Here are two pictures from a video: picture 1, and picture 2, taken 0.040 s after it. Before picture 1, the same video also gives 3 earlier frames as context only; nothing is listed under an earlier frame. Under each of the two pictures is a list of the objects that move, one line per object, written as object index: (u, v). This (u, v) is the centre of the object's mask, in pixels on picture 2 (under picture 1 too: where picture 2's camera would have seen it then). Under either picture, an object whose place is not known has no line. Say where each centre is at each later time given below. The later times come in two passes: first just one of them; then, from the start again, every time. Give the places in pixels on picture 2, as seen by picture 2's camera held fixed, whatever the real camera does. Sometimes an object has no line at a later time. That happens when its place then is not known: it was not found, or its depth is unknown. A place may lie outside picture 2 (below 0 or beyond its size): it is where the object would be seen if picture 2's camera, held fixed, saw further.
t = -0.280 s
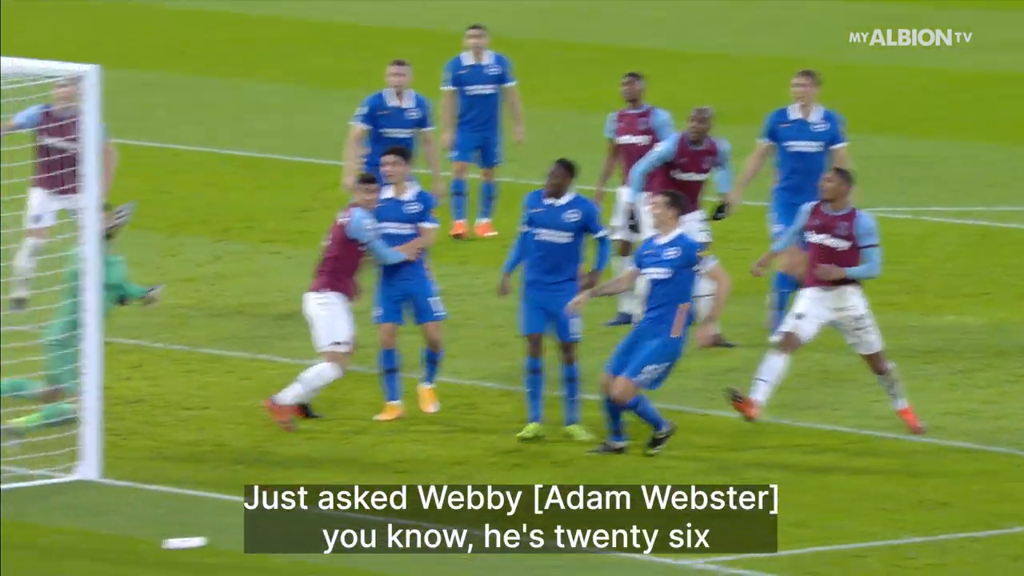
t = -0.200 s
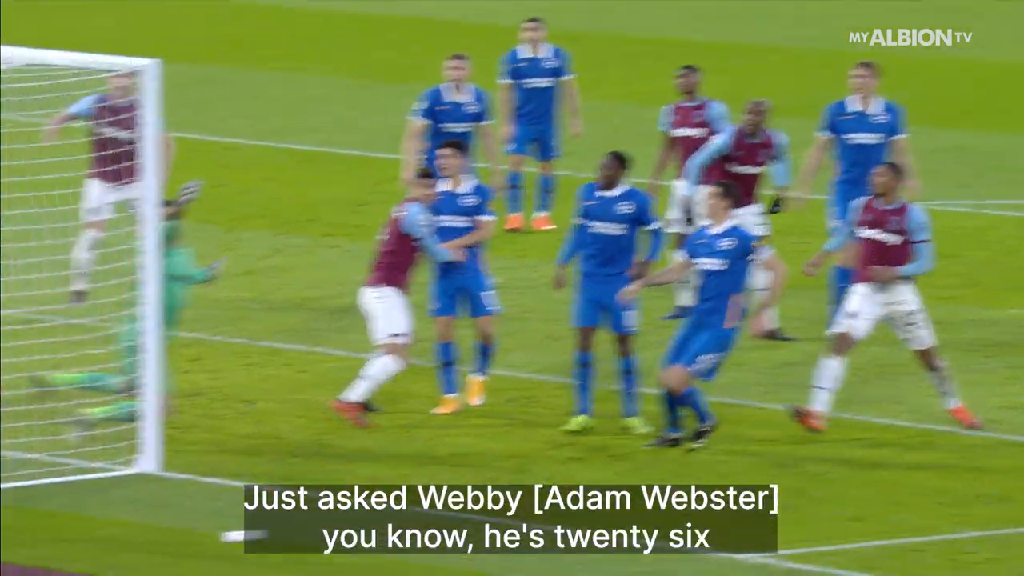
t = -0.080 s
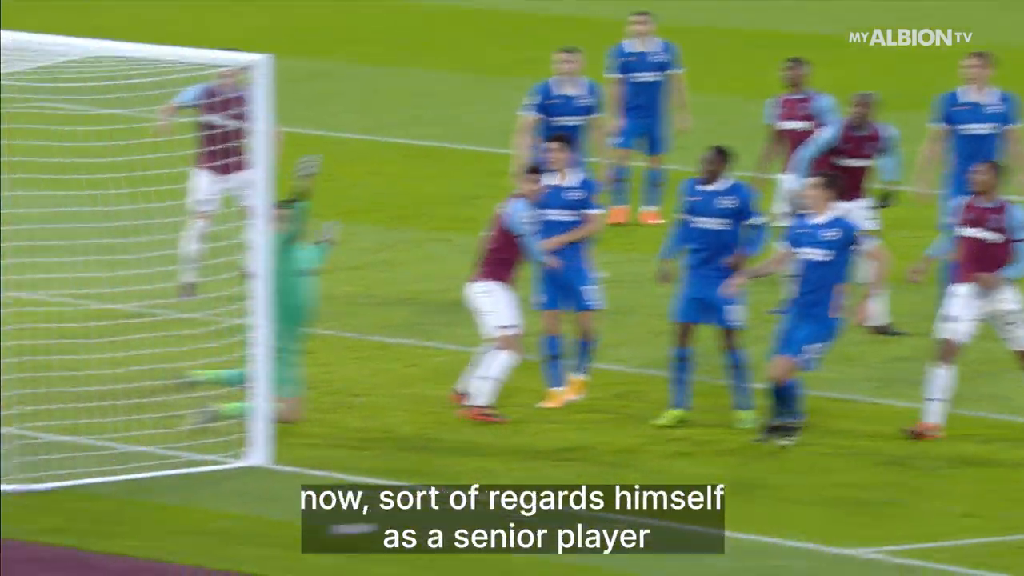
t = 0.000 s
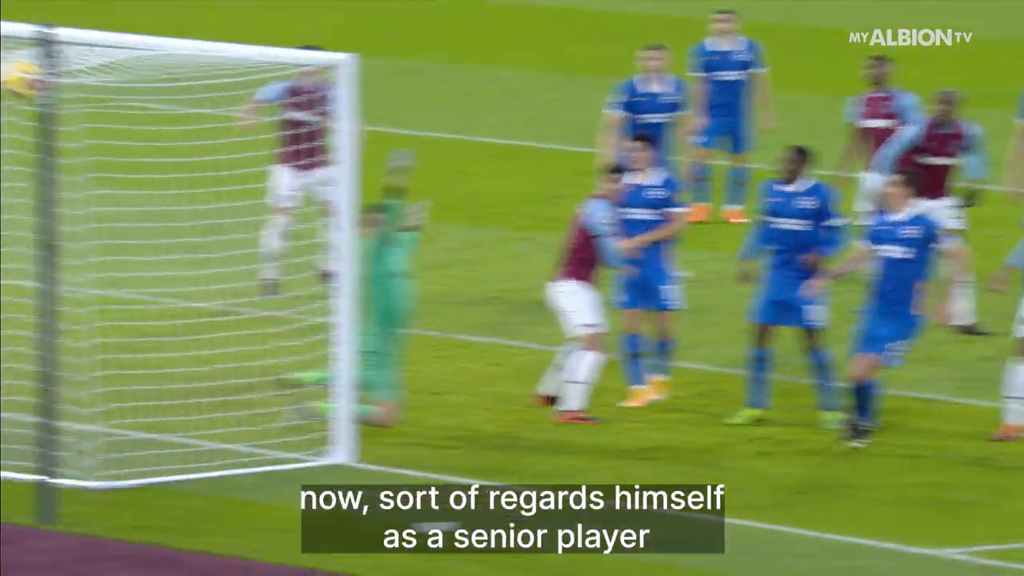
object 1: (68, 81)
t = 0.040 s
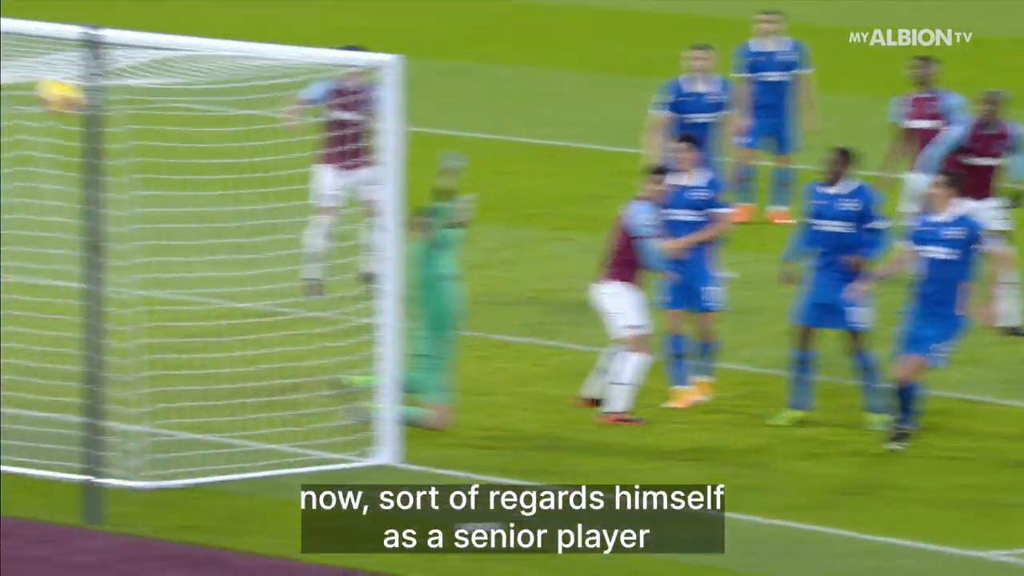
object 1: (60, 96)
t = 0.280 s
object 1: (33, 201)
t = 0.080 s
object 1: (54, 113)
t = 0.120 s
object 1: (48, 130)
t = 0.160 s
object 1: (42, 148)
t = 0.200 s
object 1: (38, 165)
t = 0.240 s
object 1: (36, 183)
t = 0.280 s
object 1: (33, 201)
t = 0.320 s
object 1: (31, 219)
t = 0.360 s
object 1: (29, 236)
